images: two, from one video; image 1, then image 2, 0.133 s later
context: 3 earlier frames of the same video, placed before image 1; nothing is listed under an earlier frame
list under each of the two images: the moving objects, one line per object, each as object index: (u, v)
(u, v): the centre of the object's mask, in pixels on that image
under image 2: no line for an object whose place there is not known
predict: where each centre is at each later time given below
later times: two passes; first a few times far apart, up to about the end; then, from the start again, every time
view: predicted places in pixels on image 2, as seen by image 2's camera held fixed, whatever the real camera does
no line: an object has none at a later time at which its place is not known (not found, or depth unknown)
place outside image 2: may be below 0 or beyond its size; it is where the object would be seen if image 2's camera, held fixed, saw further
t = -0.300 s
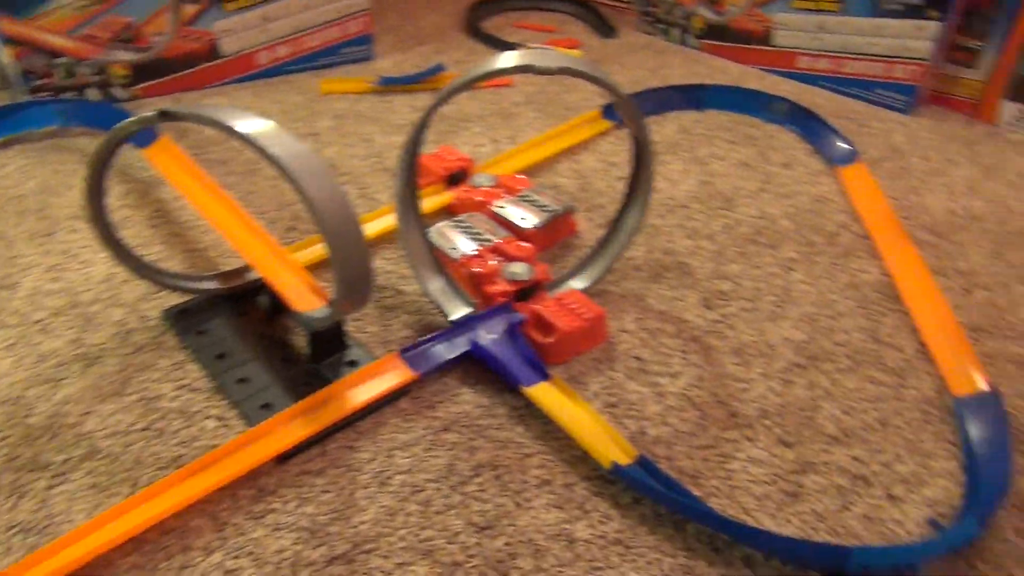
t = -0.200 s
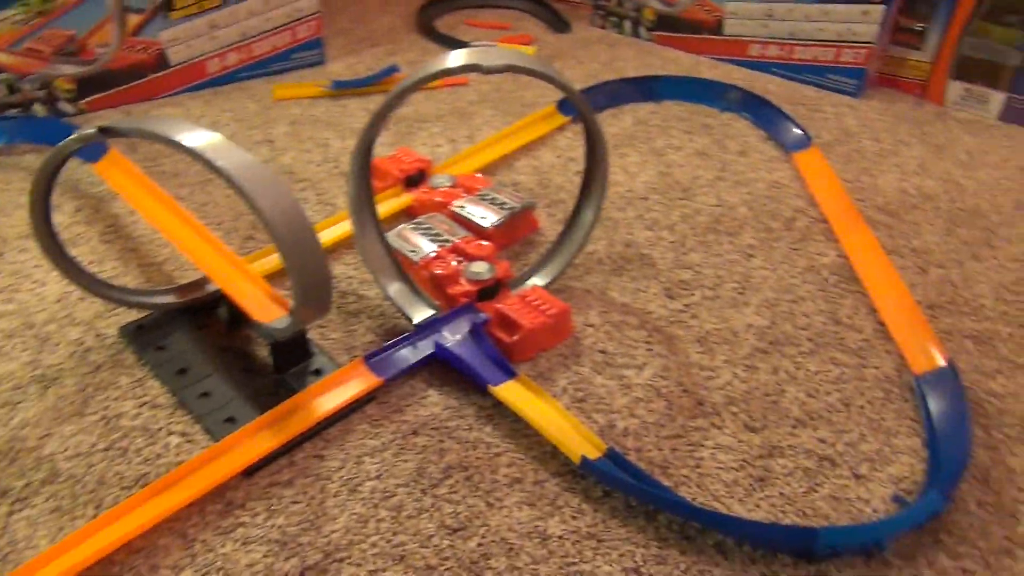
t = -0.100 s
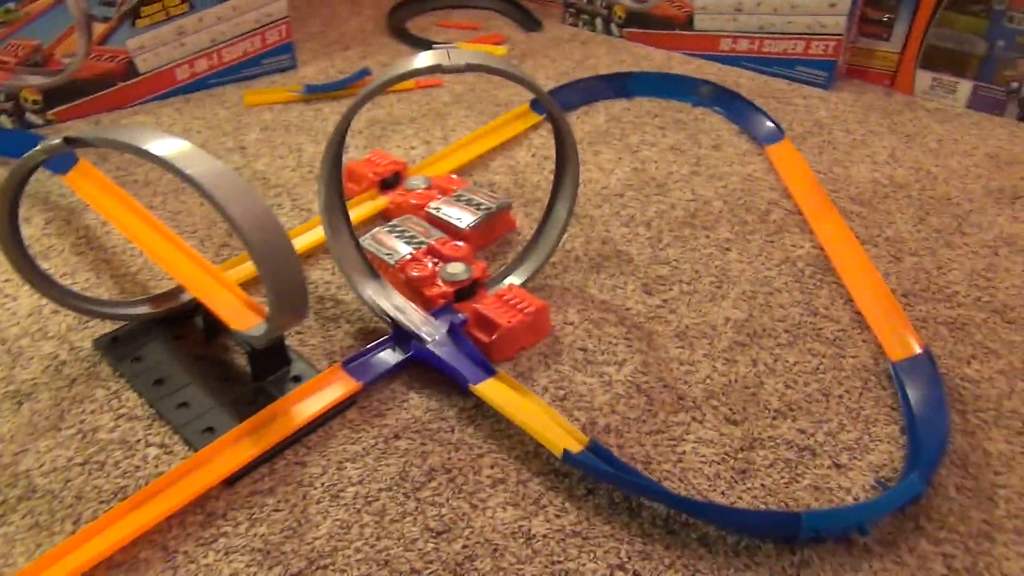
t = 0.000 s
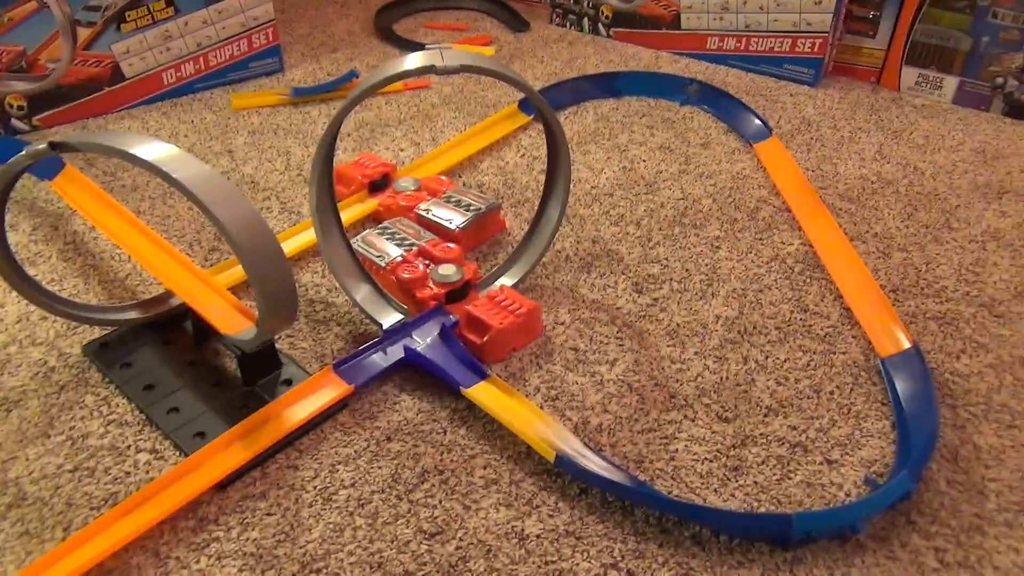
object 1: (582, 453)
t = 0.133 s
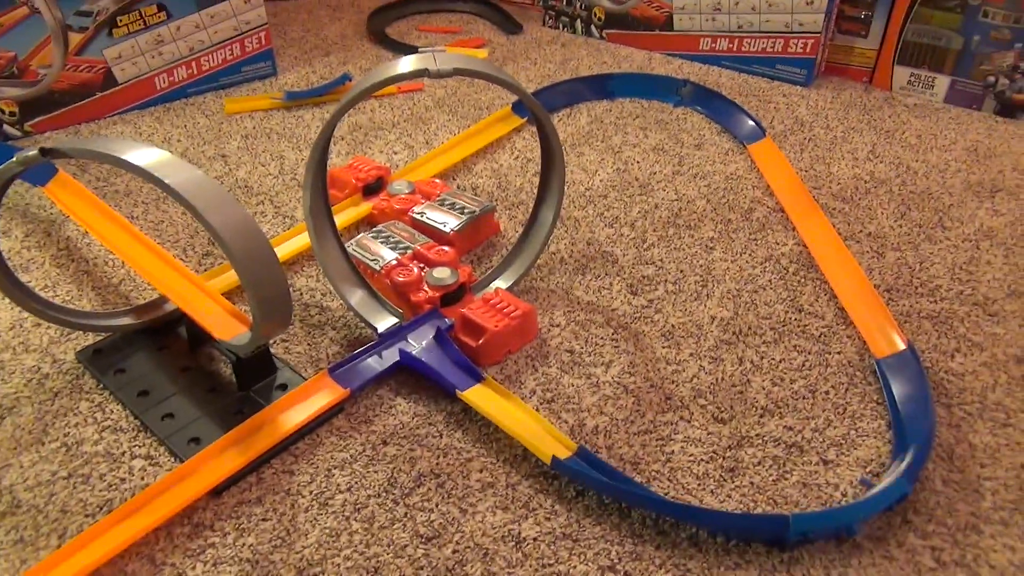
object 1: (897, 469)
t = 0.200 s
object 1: (905, 382)
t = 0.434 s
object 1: (783, 181)
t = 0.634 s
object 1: (682, 94)
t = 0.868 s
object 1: (515, 114)
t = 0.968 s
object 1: (469, 140)
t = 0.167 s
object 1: (908, 432)
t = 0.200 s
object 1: (905, 382)
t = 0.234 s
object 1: (890, 346)
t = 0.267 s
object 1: (867, 311)
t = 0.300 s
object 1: (847, 280)
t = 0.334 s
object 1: (829, 251)
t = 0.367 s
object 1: (813, 226)
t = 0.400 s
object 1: (798, 203)
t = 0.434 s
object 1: (783, 181)
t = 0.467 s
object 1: (771, 163)
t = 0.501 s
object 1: (759, 144)
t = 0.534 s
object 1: (747, 127)
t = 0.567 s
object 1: (729, 112)
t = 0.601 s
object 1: (704, 101)
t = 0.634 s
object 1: (682, 94)
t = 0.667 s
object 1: (657, 90)
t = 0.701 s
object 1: (629, 87)
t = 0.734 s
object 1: (603, 88)
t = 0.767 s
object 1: (579, 91)
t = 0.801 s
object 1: (559, 96)
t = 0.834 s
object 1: (547, 98)
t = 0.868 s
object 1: (515, 114)
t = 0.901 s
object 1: (503, 121)
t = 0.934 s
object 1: (486, 131)
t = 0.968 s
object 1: (469, 140)
